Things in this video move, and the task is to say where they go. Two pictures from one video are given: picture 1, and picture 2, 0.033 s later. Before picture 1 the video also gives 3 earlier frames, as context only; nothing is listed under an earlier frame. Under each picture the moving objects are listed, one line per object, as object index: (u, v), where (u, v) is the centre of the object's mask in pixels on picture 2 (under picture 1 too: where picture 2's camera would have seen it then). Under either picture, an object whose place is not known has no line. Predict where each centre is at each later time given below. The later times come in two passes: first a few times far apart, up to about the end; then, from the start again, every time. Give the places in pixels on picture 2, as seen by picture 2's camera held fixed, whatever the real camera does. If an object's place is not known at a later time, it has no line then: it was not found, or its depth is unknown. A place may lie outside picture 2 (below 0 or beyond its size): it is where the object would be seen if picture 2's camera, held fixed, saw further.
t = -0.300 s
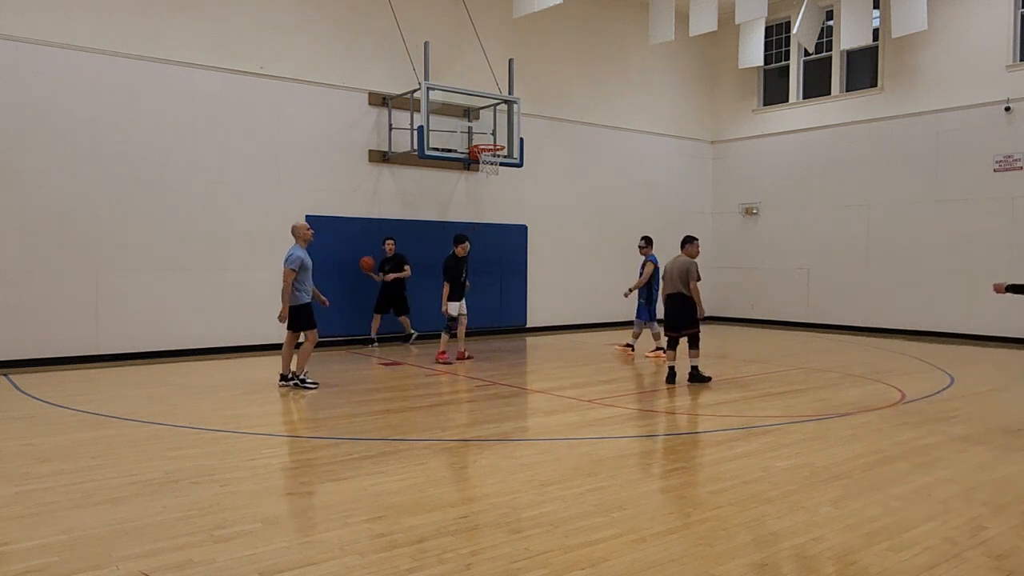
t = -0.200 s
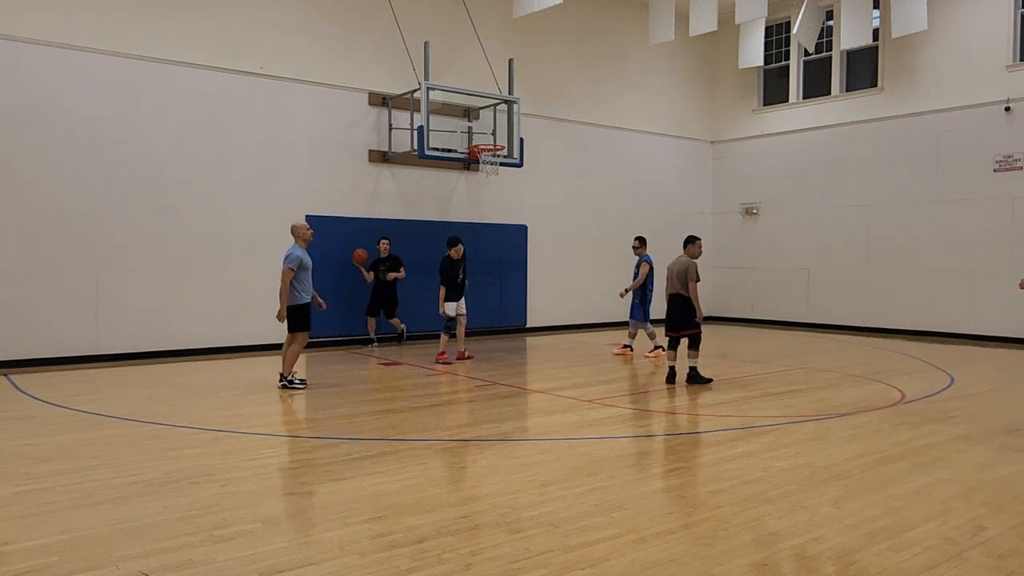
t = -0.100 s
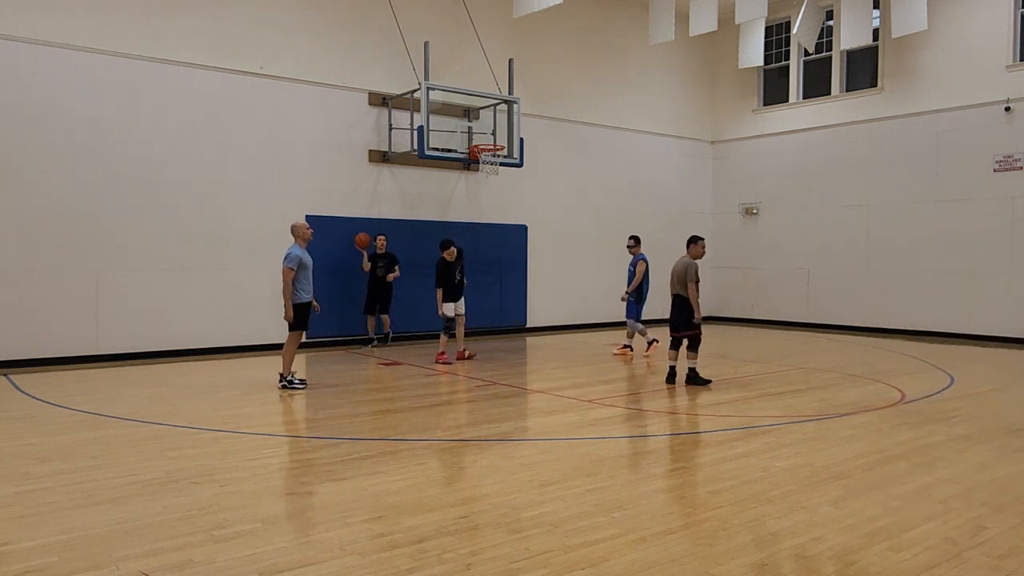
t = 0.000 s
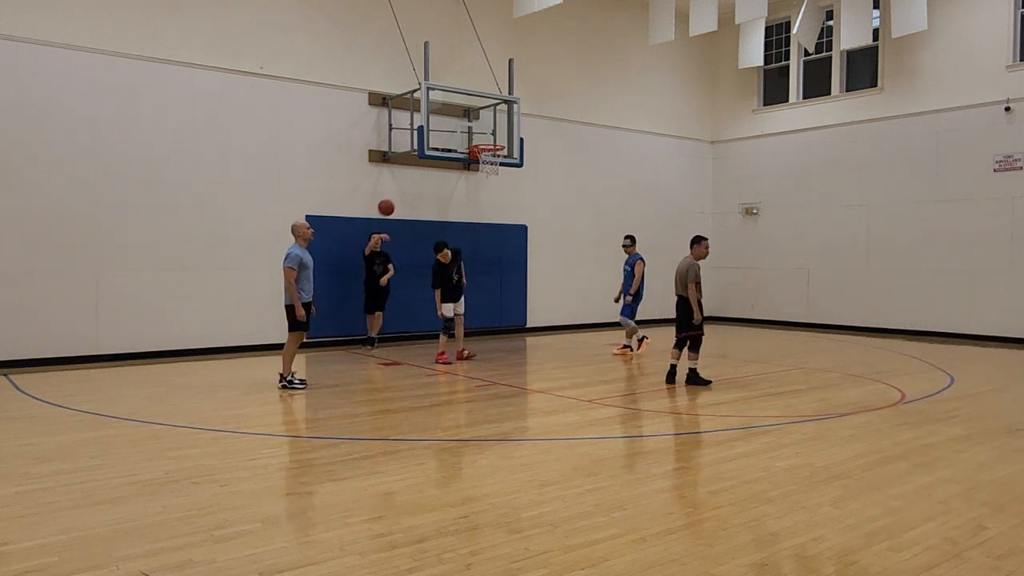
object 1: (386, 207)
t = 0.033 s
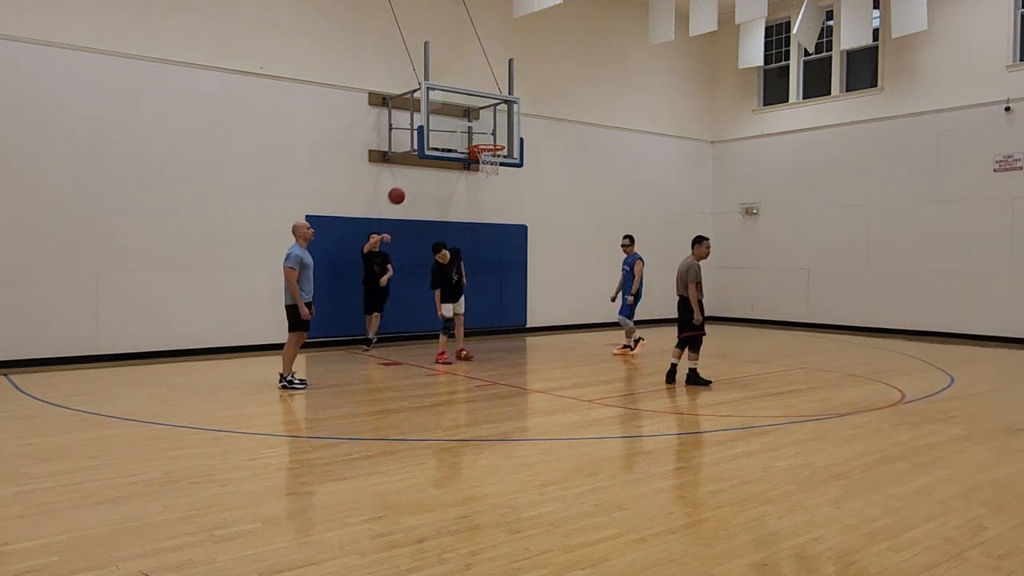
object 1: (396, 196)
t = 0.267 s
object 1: (475, 129)
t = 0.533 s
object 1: (586, 92)
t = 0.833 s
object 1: (746, 122)
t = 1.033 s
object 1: (881, 203)
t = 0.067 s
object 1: (406, 185)
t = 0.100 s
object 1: (417, 174)
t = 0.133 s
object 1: (428, 164)
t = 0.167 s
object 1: (439, 154)
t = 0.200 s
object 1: (451, 145)
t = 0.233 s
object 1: (463, 137)
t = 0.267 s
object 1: (475, 129)
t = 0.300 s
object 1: (488, 122)
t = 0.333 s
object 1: (501, 115)
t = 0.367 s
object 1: (514, 110)
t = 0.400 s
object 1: (528, 104)
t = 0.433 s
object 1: (541, 100)
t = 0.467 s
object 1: (556, 96)
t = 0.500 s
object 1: (571, 94)
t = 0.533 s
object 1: (586, 92)
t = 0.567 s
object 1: (602, 91)
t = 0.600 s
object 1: (618, 91)
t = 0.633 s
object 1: (634, 92)
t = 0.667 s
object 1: (652, 94)
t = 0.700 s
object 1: (669, 97)
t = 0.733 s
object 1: (687, 102)
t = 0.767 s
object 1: (706, 107)
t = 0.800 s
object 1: (725, 114)
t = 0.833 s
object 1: (746, 122)
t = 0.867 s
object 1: (767, 132)
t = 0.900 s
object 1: (787, 143)
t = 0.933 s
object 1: (809, 155)
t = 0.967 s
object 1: (832, 169)
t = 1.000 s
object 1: (856, 186)
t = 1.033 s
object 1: (881, 203)
